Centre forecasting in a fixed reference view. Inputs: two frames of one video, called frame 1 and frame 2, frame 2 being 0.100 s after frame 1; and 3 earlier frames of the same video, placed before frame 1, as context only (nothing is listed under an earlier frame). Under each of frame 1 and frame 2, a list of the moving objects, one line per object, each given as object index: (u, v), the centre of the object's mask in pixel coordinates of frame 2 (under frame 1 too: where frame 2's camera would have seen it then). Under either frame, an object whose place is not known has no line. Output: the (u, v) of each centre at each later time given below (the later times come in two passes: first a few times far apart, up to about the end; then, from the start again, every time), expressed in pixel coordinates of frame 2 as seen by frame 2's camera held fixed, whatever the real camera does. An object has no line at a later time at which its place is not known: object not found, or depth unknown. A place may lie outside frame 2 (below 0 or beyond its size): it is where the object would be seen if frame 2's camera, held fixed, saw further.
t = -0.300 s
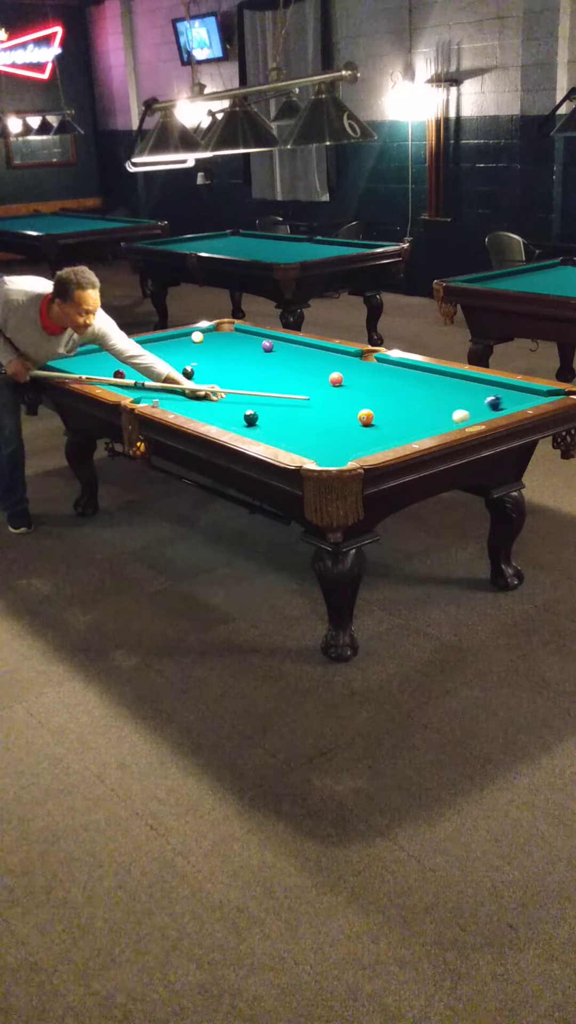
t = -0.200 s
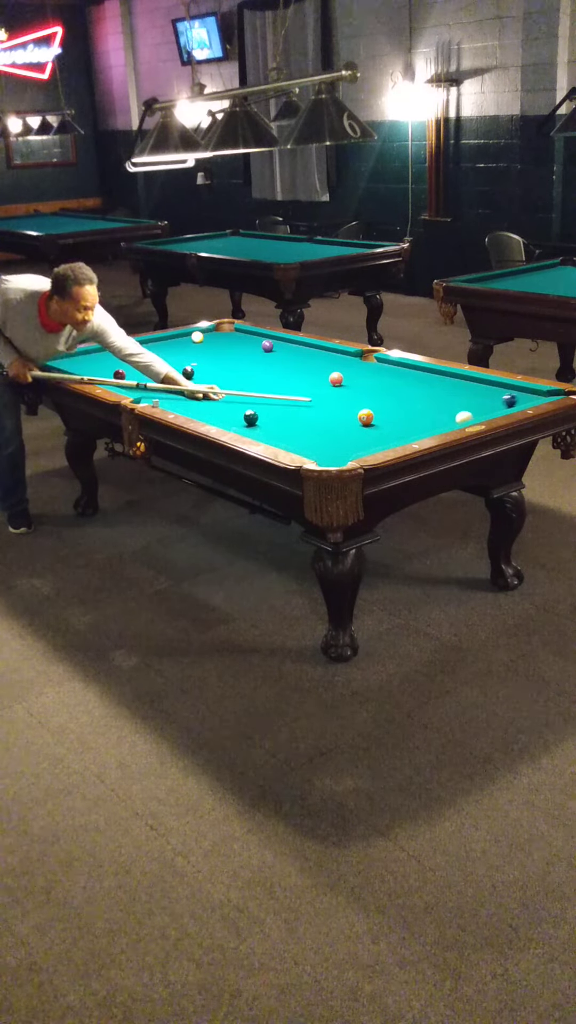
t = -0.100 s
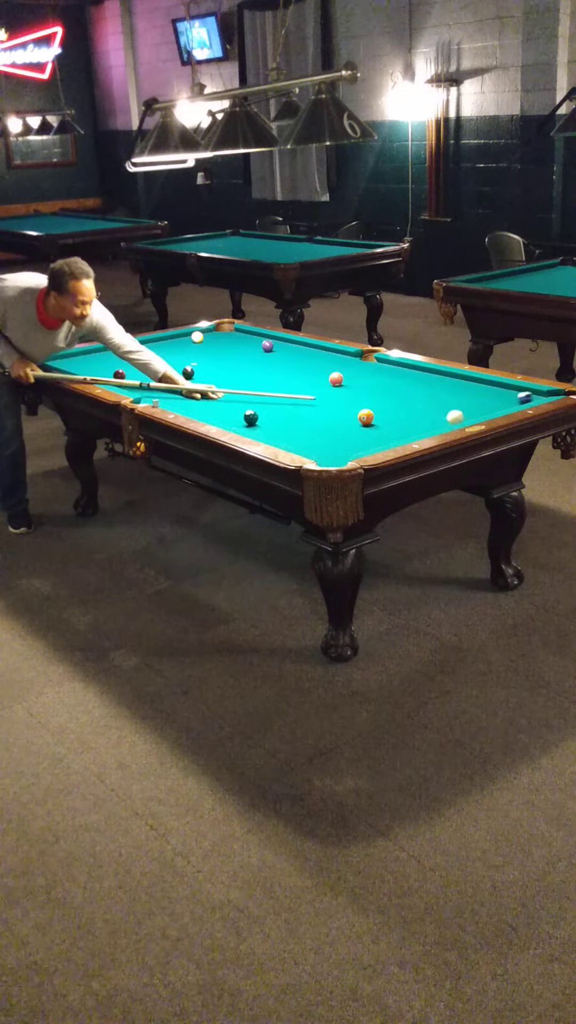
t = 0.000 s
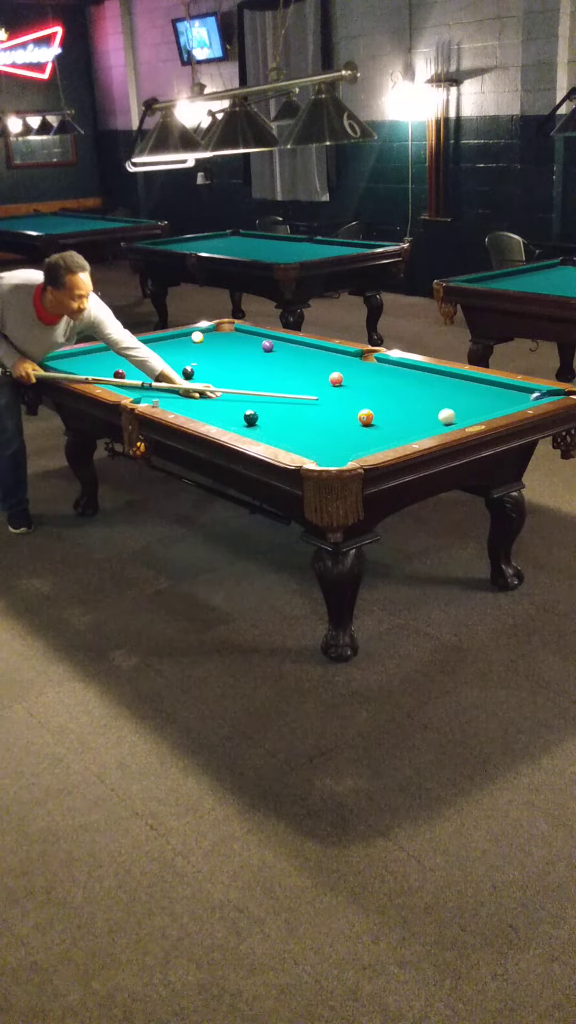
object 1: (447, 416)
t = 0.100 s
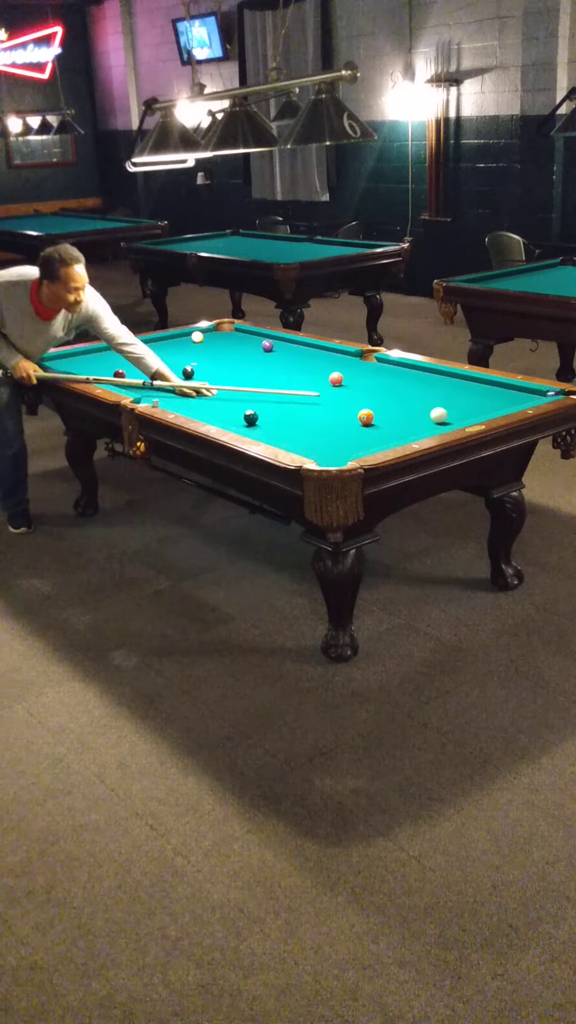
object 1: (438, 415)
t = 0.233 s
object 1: (428, 413)
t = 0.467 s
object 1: (411, 411)
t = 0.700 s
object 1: (396, 408)
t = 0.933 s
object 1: (383, 406)
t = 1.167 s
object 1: (372, 404)
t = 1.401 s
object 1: (361, 403)
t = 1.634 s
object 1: (352, 402)
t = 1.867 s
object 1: (344, 401)
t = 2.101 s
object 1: (337, 400)
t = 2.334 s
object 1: (331, 399)
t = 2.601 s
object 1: (326, 399)
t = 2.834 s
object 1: (323, 398)
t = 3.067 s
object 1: (321, 398)
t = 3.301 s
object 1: (320, 398)
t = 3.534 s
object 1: (320, 398)
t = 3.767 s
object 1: (321, 398)
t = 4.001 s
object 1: (321, 398)
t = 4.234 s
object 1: (321, 398)
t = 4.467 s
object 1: (321, 398)
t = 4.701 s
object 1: (321, 398)
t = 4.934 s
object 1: (321, 398)
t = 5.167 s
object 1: (321, 398)
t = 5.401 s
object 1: (321, 398)
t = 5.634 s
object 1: (321, 398)
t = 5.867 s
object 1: (321, 398)
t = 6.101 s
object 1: (321, 398)
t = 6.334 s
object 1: (321, 398)
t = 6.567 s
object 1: (320, 398)
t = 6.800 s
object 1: (320, 398)
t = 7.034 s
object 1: (320, 398)
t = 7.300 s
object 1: (321, 398)
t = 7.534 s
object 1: (321, 398)
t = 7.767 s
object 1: (321, 398)
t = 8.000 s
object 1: (320, 398)
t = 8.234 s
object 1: (320, 398)
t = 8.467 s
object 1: (320, 398)
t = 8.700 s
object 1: (321, 398)
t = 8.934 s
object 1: (321, 398)
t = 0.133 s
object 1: (435, 415)
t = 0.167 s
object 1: (433, 414)
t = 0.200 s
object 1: (430, 414)
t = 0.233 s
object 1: (428, 413)
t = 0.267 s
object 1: (425, 413)
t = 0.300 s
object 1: (423, 413)
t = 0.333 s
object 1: (420, 412)
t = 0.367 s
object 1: (418, 412)
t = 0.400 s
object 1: (416, 411)
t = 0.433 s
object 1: (414, 411)
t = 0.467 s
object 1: (411, 411)
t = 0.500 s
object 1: (409, 410)
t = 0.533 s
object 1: (407, 410)
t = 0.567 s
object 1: (405, 410)
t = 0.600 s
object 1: (403, 409)
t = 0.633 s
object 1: (401, 409)
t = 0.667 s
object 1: (398, 409)
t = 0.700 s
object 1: (396, 408)
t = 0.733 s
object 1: (395, 408)
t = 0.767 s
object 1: (393, 408)
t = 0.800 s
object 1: (391, 408)
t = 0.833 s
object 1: (389, 407)
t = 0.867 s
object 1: (387, 407)
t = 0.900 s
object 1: (385, 407)
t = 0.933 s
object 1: (383, 406)
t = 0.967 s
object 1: (382, 406)
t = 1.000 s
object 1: (380, 406)
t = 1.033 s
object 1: (378, 406)
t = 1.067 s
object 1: (377, 405)
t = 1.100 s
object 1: (375, 405)
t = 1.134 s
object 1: (373, 404)
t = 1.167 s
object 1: (372, 404)
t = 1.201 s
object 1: (370, 404)
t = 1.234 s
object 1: (369, 403)
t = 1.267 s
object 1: (367, 403)
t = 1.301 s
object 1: (365, 403)
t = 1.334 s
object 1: (364, 403)
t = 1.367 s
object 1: (362, 403)
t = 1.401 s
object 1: (361, 403)
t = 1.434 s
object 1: (360, 403)
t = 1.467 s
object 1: (358, 403)
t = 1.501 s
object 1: (357, 403)
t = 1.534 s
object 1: (356, 402)
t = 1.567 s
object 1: (354, 402)
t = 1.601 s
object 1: (353, 402)
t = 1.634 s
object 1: (352, 402)
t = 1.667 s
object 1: (351, 402)
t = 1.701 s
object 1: (349, 402)
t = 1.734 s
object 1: (348, 401)
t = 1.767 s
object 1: (347, 401)
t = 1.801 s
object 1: (346, 401)
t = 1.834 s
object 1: (345, 401)
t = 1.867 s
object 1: (344, 401)
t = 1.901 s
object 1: (343, 401)
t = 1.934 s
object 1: (342, 401)
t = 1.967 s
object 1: (341, 400)
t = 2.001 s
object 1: (340, 400)
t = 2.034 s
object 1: (339, 400)
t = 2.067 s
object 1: (338, 400)
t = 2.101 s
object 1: (337, 400)
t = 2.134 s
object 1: (336, 400)
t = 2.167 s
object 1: (335, 400)
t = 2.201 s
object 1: (334, 400)
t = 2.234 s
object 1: (334, 399)
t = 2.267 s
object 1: (333, 399)
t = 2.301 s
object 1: (332, 399)
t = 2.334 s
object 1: (331, 399)
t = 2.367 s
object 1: (331, 399)
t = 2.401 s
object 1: (330, 399)
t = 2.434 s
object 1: (329, 399)
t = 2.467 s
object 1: (329, 399)
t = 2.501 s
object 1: (328, 399)
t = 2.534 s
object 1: (327, 399)
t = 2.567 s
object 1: (327, 399)
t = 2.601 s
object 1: (326, 399)
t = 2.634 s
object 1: (325, 399)
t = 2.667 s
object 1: (325, 399)
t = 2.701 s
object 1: (324, 399)
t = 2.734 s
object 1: (324, 399)
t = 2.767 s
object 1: (324, 398)
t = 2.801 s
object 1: (323, 398)
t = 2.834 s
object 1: (323, 398)
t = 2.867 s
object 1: (322, 398)
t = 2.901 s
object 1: (322, 398)
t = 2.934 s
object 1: (322, 398)
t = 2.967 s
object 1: (322, 398)
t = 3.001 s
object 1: (321, 398)
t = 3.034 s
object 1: (321, 398)
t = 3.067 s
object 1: (321, 398)
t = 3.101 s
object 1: (321, 398)
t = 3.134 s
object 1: (321, 398)
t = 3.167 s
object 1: (321, 398)
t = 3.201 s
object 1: (320, 398)
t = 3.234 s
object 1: (320, 398)
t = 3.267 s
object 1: (320, 398)
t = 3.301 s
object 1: (320, 398)
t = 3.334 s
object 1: (320, 398)
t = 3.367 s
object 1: (320, 398)
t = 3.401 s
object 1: (320, 398)
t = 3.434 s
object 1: (320, 398)
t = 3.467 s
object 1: (320, 398)
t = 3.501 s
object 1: (320, 398)
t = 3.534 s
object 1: (320, 398)
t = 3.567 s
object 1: (320, 398)
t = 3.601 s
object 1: (321, 398)
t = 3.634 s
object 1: (321, 398)
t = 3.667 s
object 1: (321, 398)
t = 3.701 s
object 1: (321, 398)
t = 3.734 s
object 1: (321, 398)
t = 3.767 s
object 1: (321, 398)
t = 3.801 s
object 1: (321, 398)
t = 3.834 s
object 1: (321, 398)
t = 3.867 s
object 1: (321, 398)
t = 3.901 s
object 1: (321, 398)
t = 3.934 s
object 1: (321, 398)
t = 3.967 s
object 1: (321, 398)
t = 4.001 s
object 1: (321, 398)
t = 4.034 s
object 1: (321, 398)
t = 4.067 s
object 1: (321, 398)
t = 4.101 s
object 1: (321, 398)
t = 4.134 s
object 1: (321, 398)
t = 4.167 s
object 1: (321, 398)
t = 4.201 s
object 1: (321, 398)
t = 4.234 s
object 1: (321, 398)
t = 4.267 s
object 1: (321, 398)
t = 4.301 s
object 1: (320, 398)
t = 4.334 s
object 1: (320, 398)
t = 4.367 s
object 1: (321, 398)
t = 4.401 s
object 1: (321, 398)
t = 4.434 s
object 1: (321, 398)
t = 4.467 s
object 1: (321, 398)
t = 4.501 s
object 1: (321, 398)
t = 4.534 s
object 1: (320, 398)
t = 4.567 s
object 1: (321, 398)
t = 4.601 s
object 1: (321, 398)
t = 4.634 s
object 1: (321, 398)
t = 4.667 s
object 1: (321, 398)
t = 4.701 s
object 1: (321, 398)
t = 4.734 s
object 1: (321, 398)
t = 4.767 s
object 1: (320, 398)
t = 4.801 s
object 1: (321, 398)
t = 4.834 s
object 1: (321, 398)
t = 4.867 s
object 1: (321, 398)
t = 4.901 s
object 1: (321, 398)
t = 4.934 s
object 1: (321, 398)
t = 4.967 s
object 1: (321, 398)
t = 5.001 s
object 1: (321, 398)
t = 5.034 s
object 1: (321, 398)
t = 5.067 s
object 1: (321, 398)
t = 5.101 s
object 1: (321, 398)
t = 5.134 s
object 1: (321, 398)
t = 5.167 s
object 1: (321, 398)
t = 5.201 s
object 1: (321, 398)
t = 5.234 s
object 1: (321, 398)
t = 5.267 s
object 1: (321, 398)
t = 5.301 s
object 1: (321, 398)
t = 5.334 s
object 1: (321, 398)
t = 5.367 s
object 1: (321, 398)
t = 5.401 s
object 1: (321, 398)
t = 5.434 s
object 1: (321, 398)
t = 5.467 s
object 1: (321, 398)
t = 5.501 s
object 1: (321, 398)
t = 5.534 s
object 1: (321, 398)
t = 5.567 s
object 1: (321, 398)
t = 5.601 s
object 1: (321, 398)
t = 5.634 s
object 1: (321, 398)
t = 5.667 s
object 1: (321, 398)
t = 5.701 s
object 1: (321, 398)
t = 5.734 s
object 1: (321, 398)
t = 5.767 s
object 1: (321, 398)
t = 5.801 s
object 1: (321, 398)
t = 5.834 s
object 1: (321, 398)
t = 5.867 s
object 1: (321, 398)
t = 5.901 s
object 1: (321, 398)
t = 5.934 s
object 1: (321, 398)
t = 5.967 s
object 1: (321, 398)
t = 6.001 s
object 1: (320, 398)
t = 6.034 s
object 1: (320, 398)
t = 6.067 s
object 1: (321, 398)
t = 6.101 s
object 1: (321, 398)
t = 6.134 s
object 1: (321, 398)
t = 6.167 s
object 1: (320, 398)
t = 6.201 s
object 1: (320, 398)
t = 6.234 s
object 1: (321, 398)
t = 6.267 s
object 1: (321, 398)
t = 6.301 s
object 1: (321, 398)
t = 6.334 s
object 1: (321, 398)
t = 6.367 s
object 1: (321, 398)
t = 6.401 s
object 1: (320, 398)
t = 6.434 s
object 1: (320, 398)
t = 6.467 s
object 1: (321, 398)
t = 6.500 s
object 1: (320, 398)
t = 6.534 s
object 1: (320, 398)
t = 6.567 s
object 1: (320, 398)
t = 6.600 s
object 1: (320, 398)
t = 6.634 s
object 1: (320, 398)
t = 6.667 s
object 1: (320, 398)
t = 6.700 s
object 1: (320, 398)
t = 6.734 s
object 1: (320, 398)
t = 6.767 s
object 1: (320, 398)
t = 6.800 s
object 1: (320, 398)
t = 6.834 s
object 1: (320, 398)
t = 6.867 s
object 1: (320, 398)
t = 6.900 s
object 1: (320, 398)
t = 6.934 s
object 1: (320, 398)
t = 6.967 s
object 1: (320, 398)
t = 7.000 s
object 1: (320, 398)
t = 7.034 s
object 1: (320, 398)
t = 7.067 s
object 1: (320, 398)
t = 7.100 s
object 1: (321, 398)
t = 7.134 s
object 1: (321, 398)
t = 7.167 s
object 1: (321, 398)
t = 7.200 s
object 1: (321, 398)
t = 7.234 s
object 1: (320, 398)
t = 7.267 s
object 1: (321, 398)
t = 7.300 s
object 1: (321, 398)
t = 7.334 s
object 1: (321, 398)
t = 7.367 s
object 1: (320, 398)
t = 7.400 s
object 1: (321, 398)
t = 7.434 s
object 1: (320, 398)
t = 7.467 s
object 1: (321, 398)
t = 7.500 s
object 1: (321, 398)
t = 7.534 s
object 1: (321, 398)
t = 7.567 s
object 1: (321, 398)
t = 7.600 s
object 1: (321, 398)
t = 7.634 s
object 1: (321, 398)
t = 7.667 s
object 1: (321, 398)
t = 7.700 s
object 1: (320, 398)
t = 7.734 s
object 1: (321, 398)
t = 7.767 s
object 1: (321, 398)
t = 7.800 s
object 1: (321, 398)
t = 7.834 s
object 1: (321, 398)
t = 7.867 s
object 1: (321, 398)
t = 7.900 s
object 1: (321, 398)
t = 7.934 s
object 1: (320, 398)
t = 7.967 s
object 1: (320, 398)
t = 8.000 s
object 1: (320, 398)
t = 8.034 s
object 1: (320, 398)
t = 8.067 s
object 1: (321, 398)
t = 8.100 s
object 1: (321, 398)
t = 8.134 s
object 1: (320, 398)
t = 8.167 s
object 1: (320, 398)
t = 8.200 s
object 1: (320, 398)
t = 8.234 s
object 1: (320, 398)
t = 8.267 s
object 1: (320, 398)
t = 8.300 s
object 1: (320, 398)
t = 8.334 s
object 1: (320, 398)
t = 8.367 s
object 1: (320, 398)
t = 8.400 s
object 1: (320, 398)
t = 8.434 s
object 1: (321, 398)
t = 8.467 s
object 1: (320, 398)
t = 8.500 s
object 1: (321, 398)
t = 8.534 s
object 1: (321, 398)
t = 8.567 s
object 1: (320, 398)
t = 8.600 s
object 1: (320, 398)
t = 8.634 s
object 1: (320, 398)
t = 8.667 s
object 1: (321, 398)
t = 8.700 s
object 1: (321, 398)
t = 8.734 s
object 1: (321, 398)
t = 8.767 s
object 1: (321, 398)
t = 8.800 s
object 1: (321, 398)
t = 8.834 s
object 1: (321, 398)
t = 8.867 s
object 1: (321, 398)
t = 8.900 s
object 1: (321, 398)
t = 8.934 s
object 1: (321, 398)
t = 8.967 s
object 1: (321, 398)
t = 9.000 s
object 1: (321, 398)
